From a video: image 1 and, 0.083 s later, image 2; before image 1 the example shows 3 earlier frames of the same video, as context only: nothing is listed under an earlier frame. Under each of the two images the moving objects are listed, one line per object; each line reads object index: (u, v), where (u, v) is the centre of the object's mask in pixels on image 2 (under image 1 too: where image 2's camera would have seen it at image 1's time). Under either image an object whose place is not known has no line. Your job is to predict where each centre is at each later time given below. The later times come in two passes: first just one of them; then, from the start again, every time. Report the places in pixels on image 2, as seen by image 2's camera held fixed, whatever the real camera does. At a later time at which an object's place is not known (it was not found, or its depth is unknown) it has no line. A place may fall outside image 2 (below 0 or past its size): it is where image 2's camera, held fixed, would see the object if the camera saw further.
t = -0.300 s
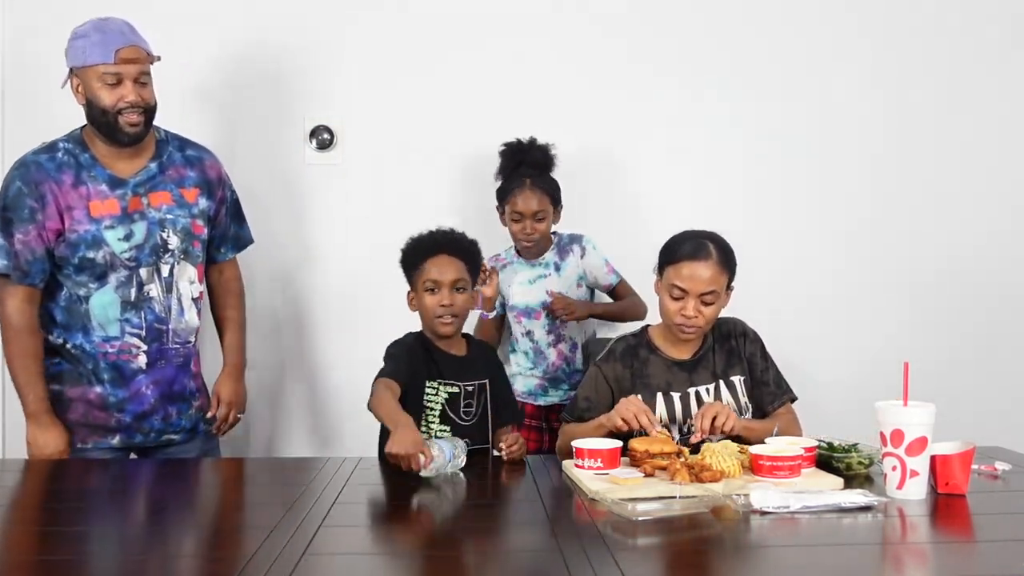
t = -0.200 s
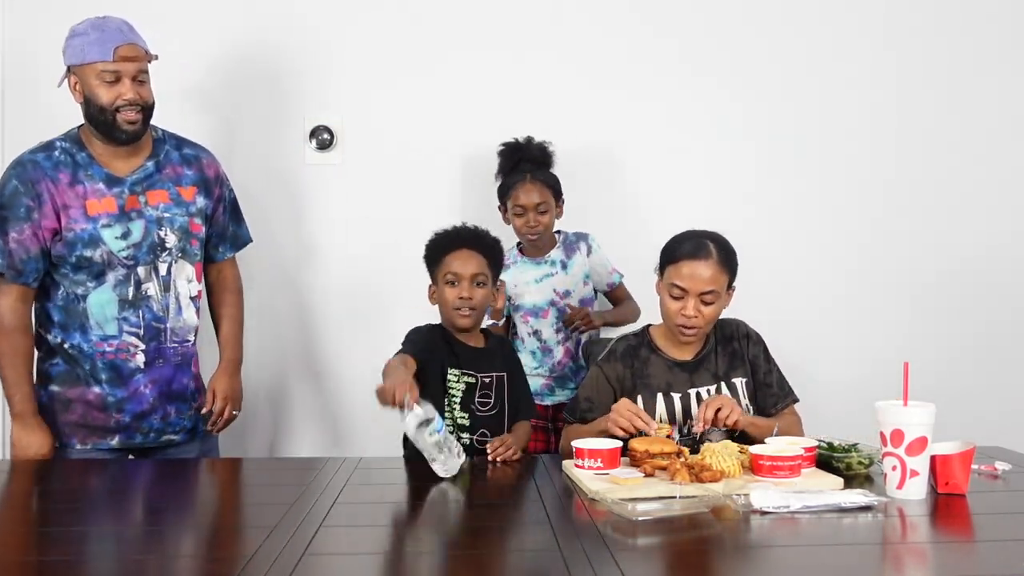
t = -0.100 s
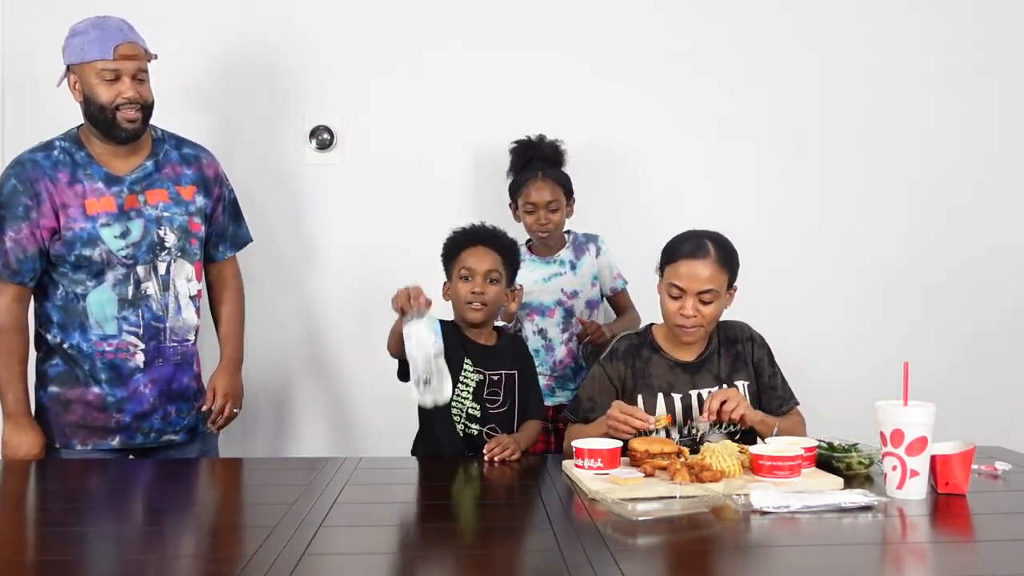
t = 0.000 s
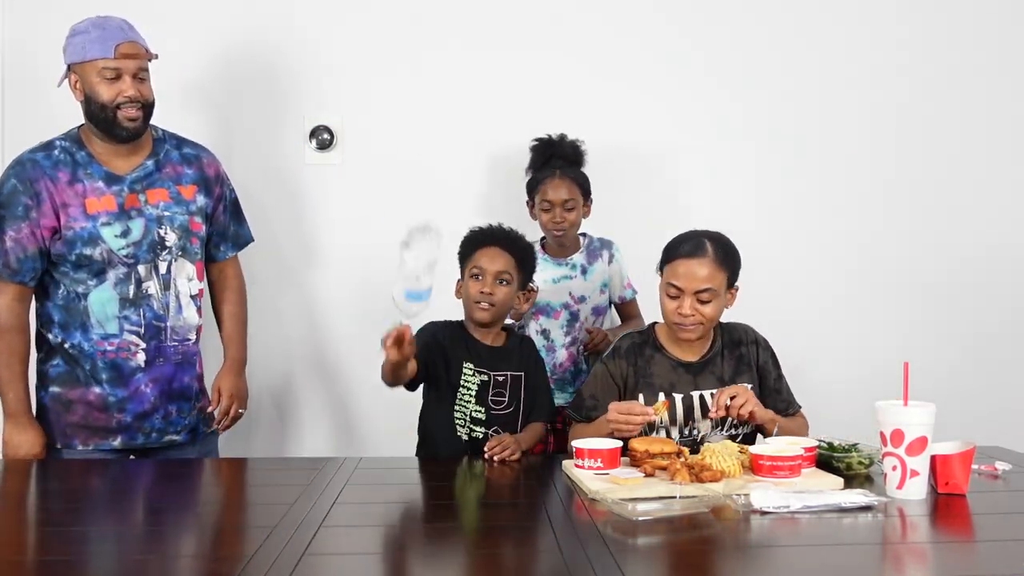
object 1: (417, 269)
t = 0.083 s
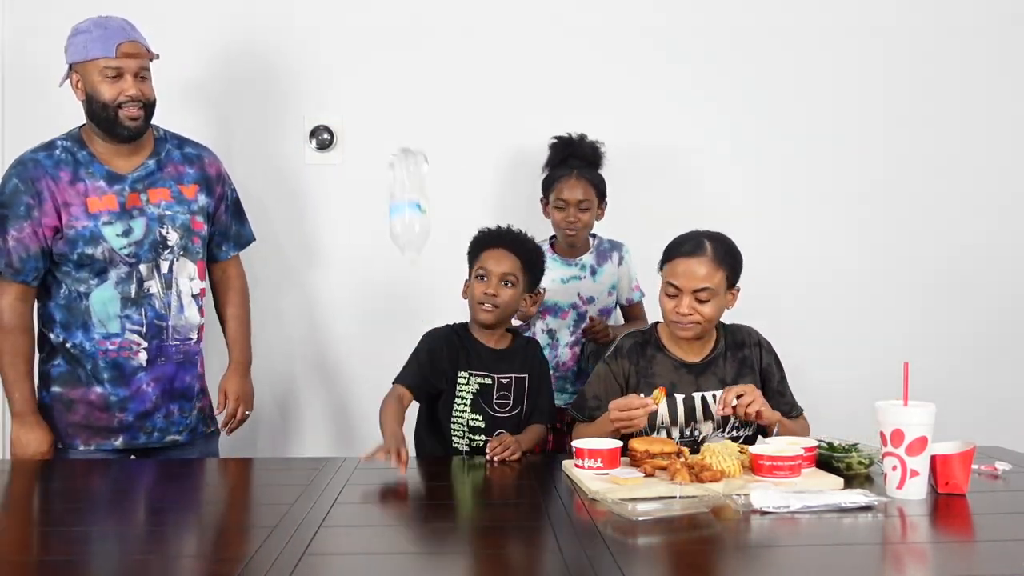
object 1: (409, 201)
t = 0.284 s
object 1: (376, 174)
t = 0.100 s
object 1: (406, 189)
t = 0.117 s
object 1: (404, 178)
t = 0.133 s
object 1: (401, 170)
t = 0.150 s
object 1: (398, 163)
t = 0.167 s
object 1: (395, 158)
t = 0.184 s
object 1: (392, 156)
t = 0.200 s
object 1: (390, 155)
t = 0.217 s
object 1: (387, 156)
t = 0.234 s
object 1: (385, 158)
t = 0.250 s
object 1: (382, 162)
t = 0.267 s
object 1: (379, 165)
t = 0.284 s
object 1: (376, 174)
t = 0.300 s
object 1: (372, 186)
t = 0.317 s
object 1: (370, 195)
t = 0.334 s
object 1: (366, 209)
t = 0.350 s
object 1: (363, 225)
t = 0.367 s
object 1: (360, 246)
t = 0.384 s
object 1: (357, 264)
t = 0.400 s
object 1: (355, 287)
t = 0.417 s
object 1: (352, 309)
